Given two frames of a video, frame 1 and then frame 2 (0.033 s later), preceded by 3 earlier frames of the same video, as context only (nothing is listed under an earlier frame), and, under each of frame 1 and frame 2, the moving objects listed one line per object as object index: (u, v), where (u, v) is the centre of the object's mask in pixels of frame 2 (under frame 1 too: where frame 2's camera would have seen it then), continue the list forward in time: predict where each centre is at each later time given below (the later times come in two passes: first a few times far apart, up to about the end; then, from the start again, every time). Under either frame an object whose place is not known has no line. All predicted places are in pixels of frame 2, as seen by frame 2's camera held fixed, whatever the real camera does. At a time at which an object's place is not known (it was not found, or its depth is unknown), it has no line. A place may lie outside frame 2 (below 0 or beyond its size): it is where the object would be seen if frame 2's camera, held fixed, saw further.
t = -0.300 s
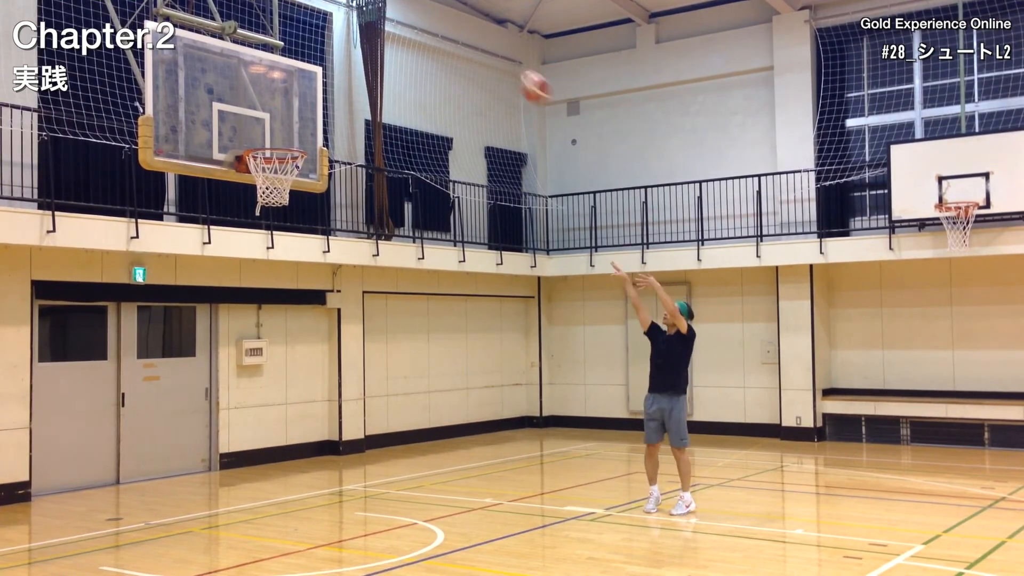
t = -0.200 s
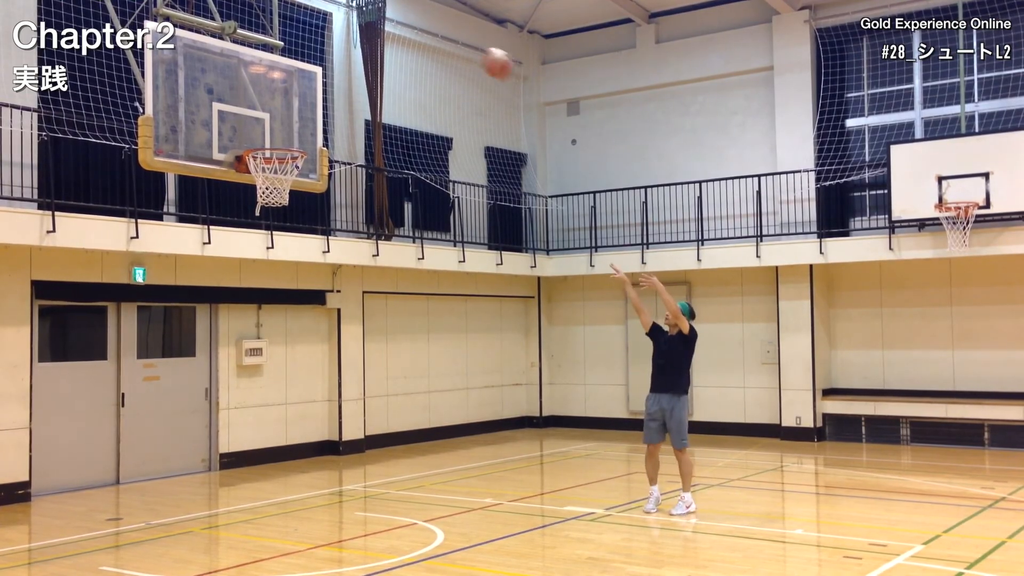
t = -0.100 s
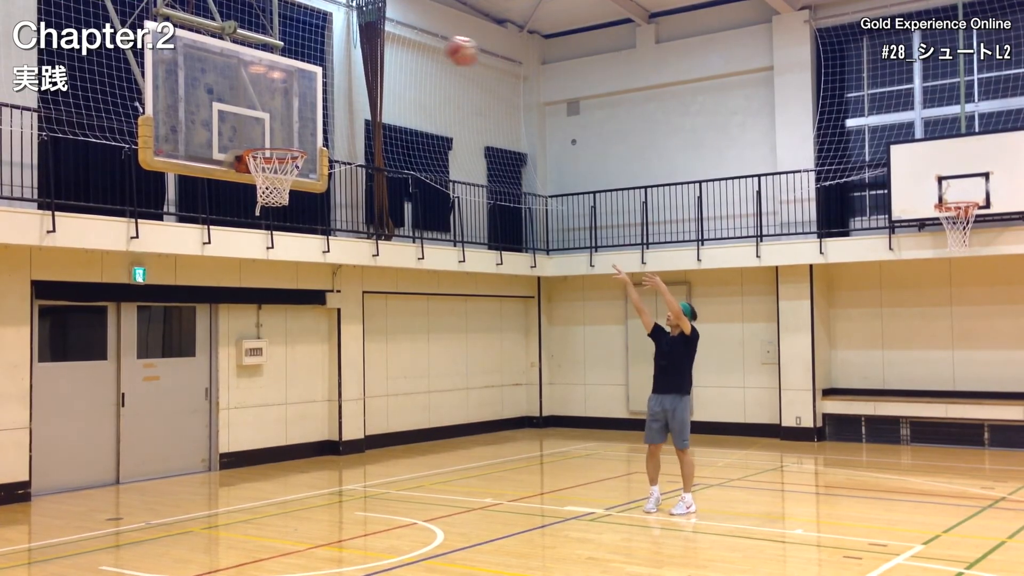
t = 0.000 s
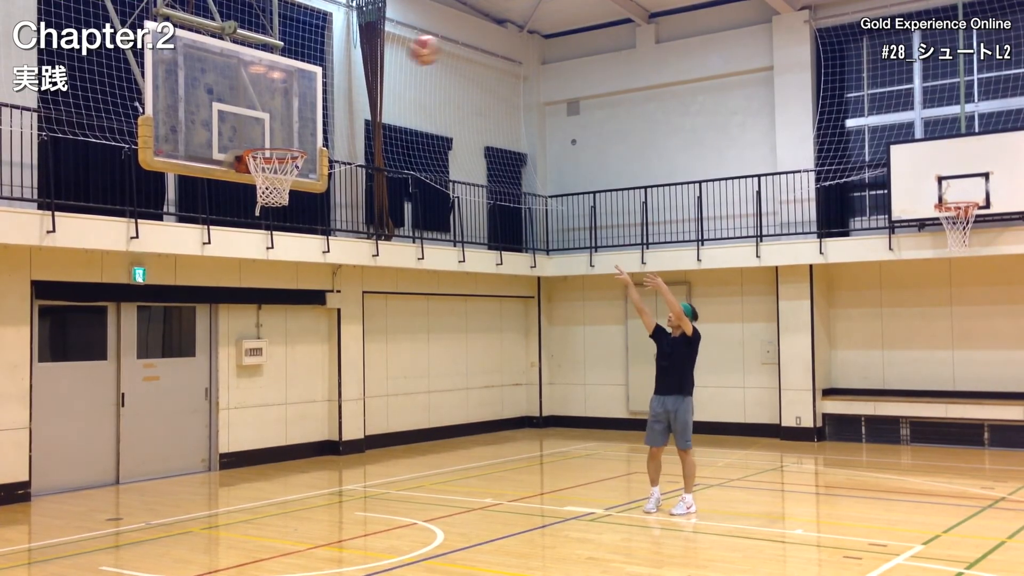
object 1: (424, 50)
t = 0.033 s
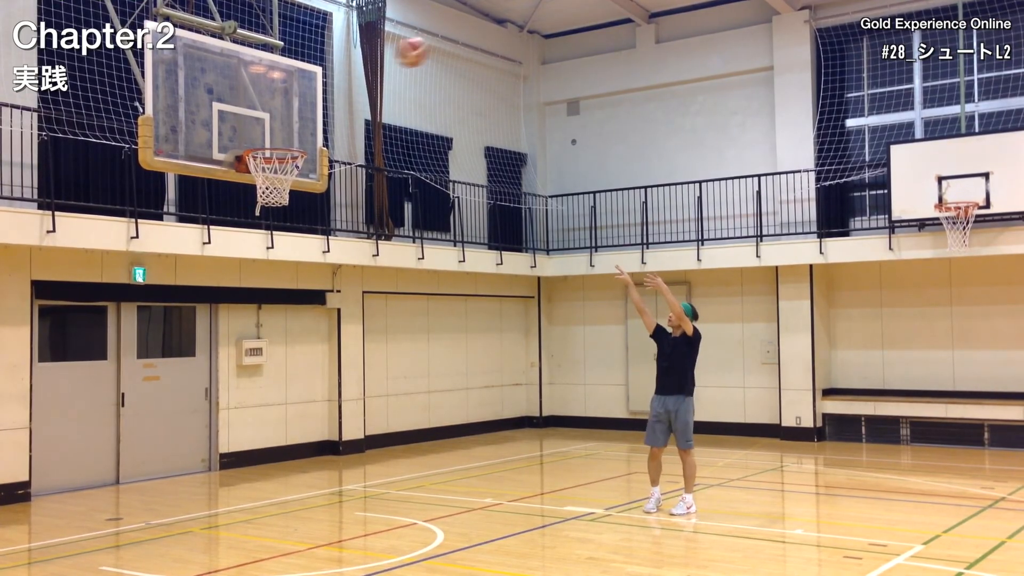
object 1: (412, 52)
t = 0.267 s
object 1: (324, 102)
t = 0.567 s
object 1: (252, 192)
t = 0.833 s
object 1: (250, 261)
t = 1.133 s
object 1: (244, 437)
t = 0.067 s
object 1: (401, 55)
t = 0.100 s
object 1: (385, 60)
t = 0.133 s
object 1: (374, 66)
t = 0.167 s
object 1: (362, 73)
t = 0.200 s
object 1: (349, 82)
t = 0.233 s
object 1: (337, 91)
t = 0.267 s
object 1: (324, 102)
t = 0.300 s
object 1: (311, 117)
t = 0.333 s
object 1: (298, 130)
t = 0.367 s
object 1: (287, 139)
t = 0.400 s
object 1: (273, 160)
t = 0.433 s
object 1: (261, 176)
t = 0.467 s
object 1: (257, 183)
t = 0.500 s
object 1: (257, 187)
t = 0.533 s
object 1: (254, 190)
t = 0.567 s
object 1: (252, 192)
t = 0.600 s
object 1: (254, 196)
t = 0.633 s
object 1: (254, 200)
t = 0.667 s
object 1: (254, 207)
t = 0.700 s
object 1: (253, 214)
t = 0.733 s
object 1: (252, 223)
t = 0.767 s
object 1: (252, 234)
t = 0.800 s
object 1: (251, 247)
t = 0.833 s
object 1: (250, 261)
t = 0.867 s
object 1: (249, 277)
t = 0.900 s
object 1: (249, 291)
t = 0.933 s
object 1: (248, 307)
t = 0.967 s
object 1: (248, 324)
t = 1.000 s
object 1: (246, 345)
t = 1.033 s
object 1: (246, 368)
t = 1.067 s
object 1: (247, 385)
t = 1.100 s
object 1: (245, 410)
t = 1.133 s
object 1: (244, 437)
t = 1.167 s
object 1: (243, 458)
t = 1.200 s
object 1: (242, 483)
